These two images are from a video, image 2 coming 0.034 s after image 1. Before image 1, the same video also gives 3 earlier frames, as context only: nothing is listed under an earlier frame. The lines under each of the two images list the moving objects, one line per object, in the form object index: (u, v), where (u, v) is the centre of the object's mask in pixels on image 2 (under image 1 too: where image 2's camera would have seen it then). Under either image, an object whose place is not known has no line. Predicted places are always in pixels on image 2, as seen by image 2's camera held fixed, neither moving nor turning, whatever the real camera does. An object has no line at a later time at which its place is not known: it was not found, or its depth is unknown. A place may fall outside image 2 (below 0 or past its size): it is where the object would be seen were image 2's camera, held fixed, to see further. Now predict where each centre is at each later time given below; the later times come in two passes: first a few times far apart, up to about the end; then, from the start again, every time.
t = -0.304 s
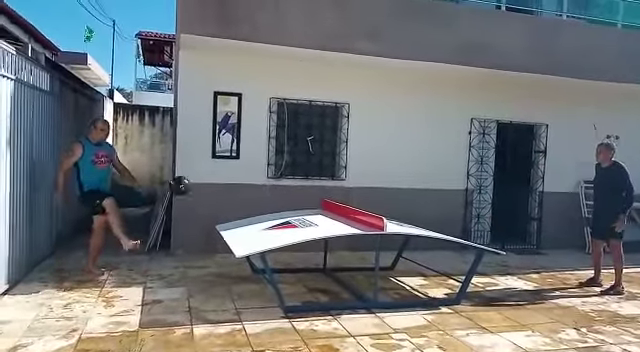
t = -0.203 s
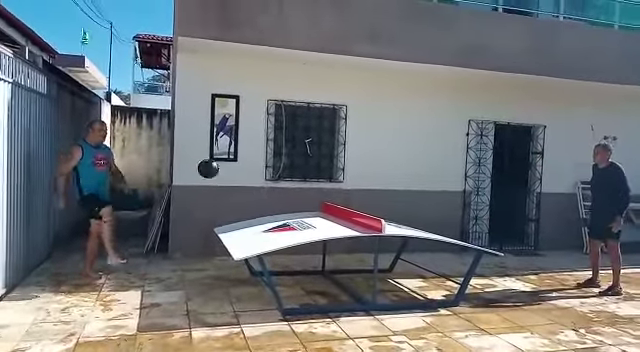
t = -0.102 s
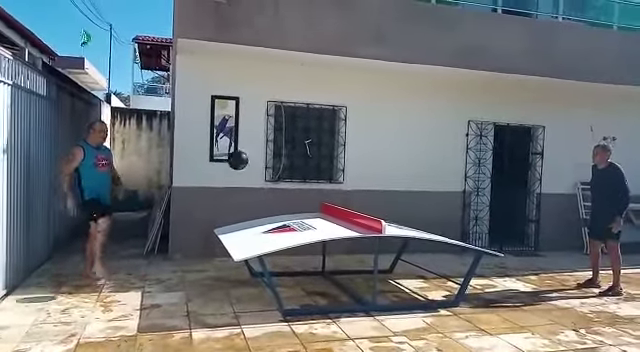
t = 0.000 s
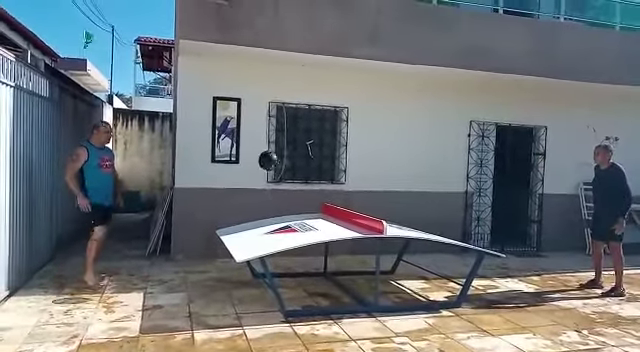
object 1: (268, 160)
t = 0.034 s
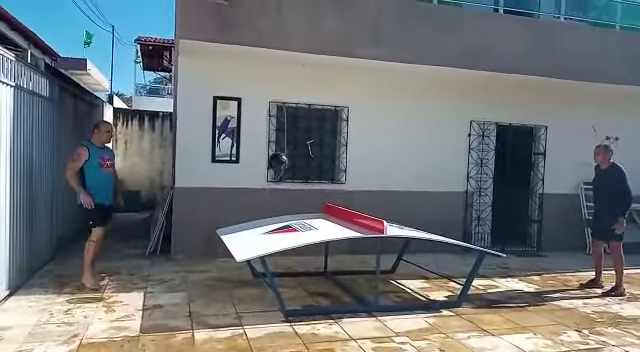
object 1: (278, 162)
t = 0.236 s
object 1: (332, 192)
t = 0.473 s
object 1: (341, 163)
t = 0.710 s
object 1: (334, 151)
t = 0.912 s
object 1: (326, 184)
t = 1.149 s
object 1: (319, 193)
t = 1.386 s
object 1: (316, 184)
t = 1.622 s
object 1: (309, 210)
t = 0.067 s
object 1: (290, 163)
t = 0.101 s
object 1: (297, 170)
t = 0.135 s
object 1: (308, 173)
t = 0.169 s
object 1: (316, 179)
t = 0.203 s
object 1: (324, 185)
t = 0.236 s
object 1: (332, 192)
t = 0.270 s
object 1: (341, 200)
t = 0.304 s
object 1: (344, 199)
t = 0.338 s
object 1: (343, 190)
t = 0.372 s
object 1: (342, 182)
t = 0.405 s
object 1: (342, 175)
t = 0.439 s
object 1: (341, 169)
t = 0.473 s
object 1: (341, 163)
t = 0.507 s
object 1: (339, 159)
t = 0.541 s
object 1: (339, 153)
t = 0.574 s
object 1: (339, 152)
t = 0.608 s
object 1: (339, 151)
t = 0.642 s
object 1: (339, 151)
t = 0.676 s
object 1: (337, 151)
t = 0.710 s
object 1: (334, 151)
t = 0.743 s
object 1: (333, 154)
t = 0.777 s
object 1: (332, 160)
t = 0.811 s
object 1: (331, 167)
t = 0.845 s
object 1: (331, 170)
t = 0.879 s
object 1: (331, 175)
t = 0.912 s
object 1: (326, 184)
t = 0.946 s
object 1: (323, 193)
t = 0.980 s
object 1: (323, 202)
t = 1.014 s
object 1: (321, 212)
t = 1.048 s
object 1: (321, 210)
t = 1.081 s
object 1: (319, 204)
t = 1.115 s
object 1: (320, 198)
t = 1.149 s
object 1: (319, 193)
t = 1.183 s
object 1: (319, 188)
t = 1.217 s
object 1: (319, 186)
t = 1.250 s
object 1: (318, 183)
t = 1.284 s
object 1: (318, 182)
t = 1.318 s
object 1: (317, 182)
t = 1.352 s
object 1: (316, 183)
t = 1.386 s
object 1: (316, 184)
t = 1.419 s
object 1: (315, 187)
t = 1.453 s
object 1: (314, 191)
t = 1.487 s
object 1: (313, 196)
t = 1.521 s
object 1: (313, 202)
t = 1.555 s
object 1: (312, 208)
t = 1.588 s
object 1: (311, 215)
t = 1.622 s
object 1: (309, 210)
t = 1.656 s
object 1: (308, 206)
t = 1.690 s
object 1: (308, 203)
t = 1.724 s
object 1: (306, 201)
